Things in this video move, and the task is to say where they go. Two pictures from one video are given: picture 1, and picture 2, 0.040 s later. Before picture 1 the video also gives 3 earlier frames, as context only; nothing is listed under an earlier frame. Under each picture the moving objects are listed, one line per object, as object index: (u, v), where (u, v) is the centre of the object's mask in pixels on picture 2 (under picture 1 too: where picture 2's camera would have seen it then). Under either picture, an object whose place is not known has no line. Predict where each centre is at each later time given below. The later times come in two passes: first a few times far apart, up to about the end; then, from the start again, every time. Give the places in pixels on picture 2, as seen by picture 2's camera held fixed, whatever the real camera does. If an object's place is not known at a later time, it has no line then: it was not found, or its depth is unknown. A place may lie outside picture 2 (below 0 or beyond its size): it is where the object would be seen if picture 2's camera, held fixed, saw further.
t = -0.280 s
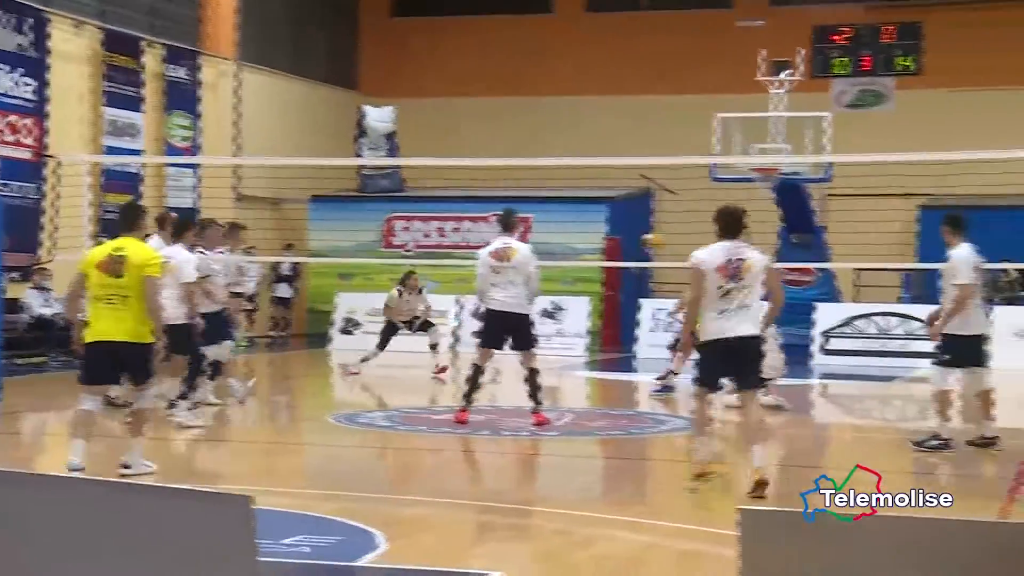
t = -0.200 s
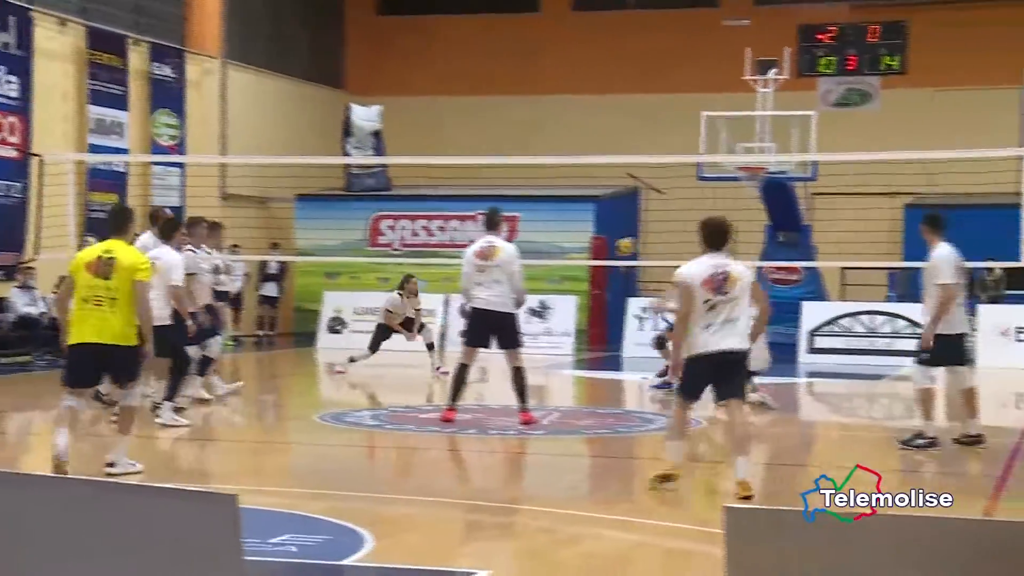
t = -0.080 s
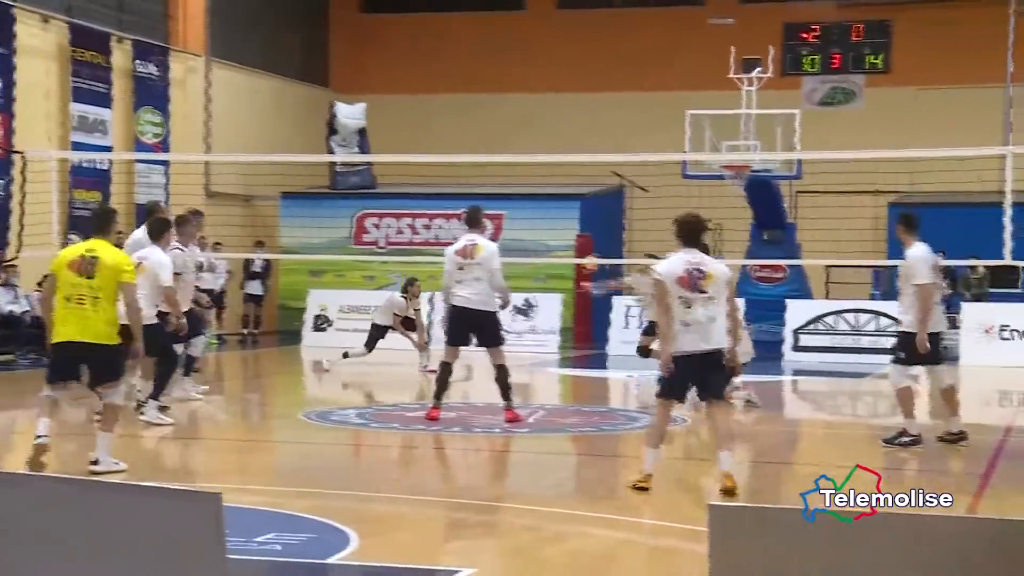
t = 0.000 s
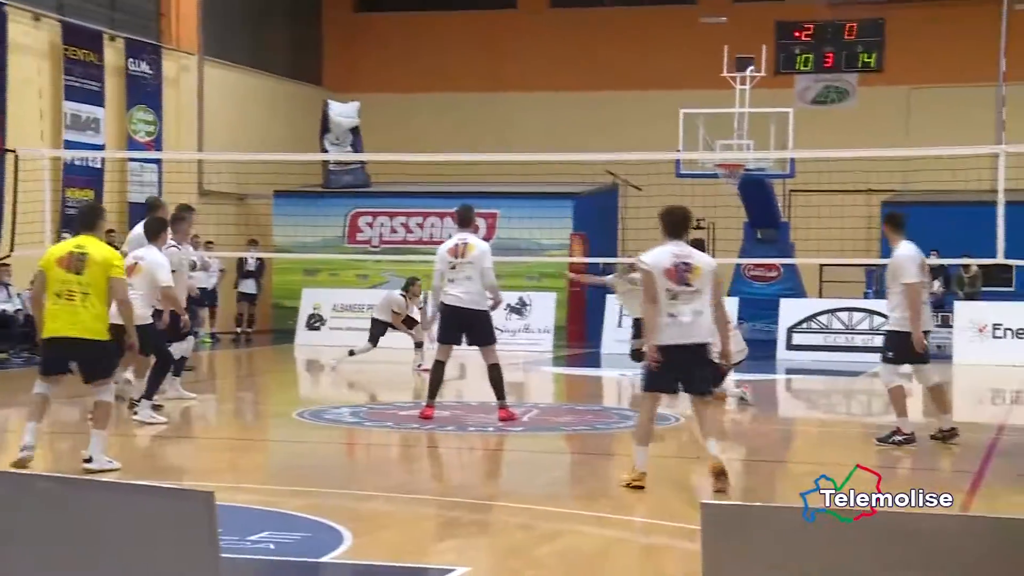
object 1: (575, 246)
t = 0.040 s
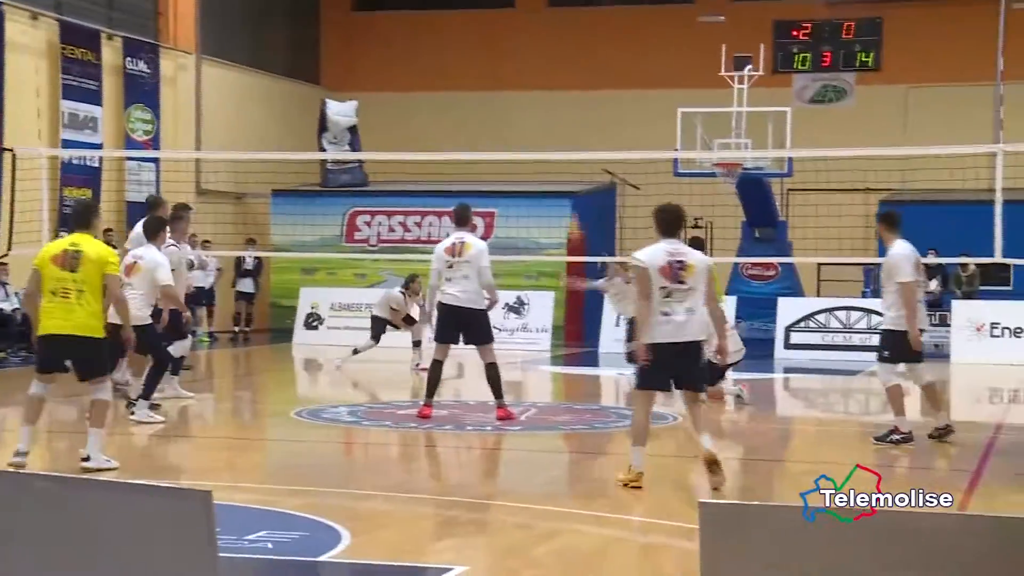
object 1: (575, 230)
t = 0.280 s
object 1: (570, 117)
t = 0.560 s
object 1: (565, 41)
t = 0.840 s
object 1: (561, 26)
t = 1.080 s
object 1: (556, 66)
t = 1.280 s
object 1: (551, 137)
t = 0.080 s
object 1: (574, 205)
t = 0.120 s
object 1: (573, 190)
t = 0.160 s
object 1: (571, 166)
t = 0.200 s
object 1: (570, 142)
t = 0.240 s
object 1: (570, 130)
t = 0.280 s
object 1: (570, 117)
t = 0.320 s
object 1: (570, 98)
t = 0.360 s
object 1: (569, 86)
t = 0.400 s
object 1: (568, 77)
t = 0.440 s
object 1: (567, 64)
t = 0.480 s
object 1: (567, 56)
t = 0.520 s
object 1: (565, 49)
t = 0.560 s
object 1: (565, 41)
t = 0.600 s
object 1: (565, 34)
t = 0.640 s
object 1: (564, 30)
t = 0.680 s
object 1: (564, 27)
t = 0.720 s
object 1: (563, 25)
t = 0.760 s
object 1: (562, 24)
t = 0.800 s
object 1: (562, 24)
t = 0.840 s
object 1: (561, 26)
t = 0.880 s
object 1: (561, 28)
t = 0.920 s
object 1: (560, 34)
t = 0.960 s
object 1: (560, 38)
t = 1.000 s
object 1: (558, 46)
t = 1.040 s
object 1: (558, 54)
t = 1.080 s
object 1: (556, 66)
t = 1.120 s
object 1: (556, 76)
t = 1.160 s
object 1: (555, 89)
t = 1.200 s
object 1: (554, 101)
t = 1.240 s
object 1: (553, 121)
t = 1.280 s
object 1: (551, 137)
